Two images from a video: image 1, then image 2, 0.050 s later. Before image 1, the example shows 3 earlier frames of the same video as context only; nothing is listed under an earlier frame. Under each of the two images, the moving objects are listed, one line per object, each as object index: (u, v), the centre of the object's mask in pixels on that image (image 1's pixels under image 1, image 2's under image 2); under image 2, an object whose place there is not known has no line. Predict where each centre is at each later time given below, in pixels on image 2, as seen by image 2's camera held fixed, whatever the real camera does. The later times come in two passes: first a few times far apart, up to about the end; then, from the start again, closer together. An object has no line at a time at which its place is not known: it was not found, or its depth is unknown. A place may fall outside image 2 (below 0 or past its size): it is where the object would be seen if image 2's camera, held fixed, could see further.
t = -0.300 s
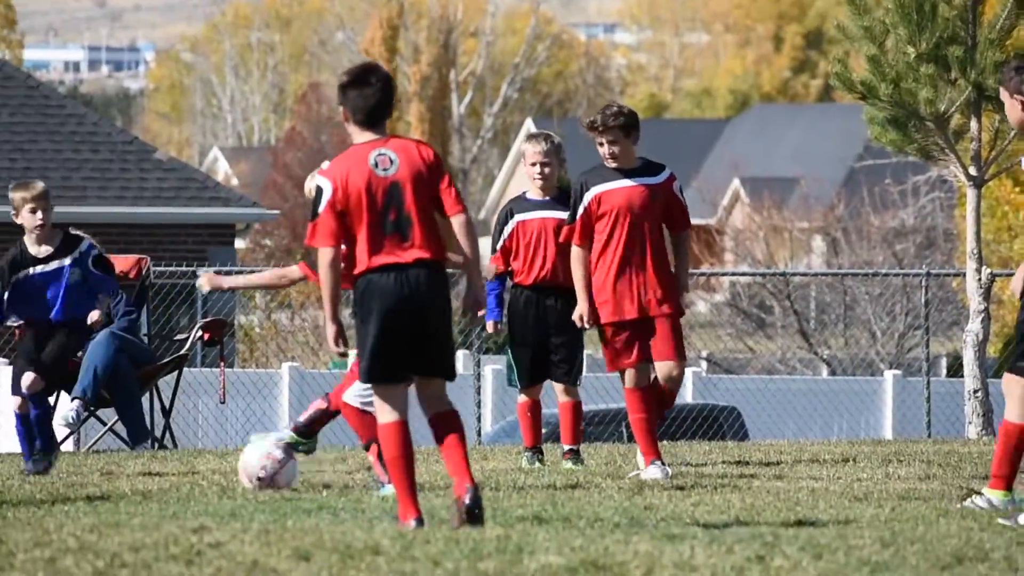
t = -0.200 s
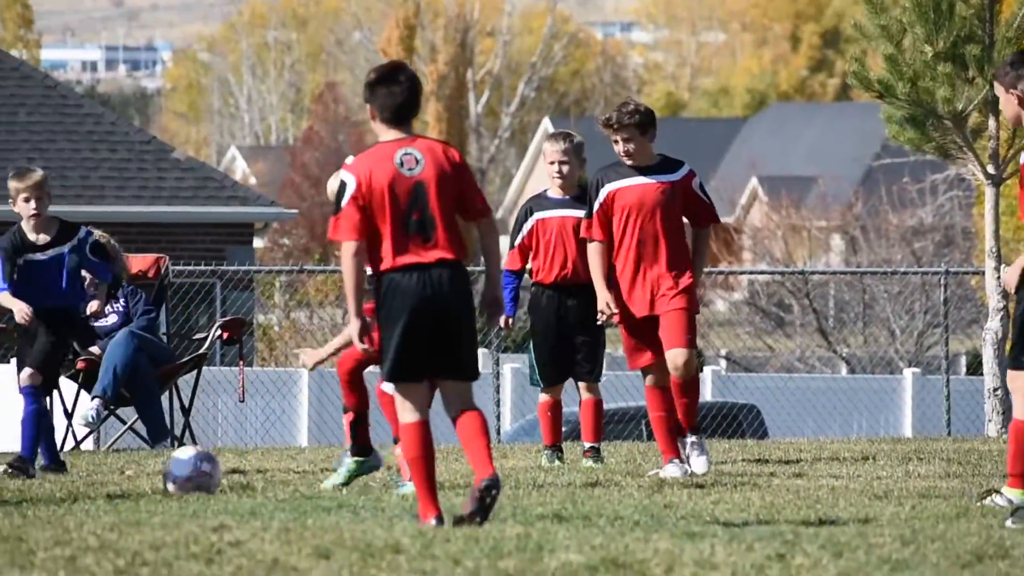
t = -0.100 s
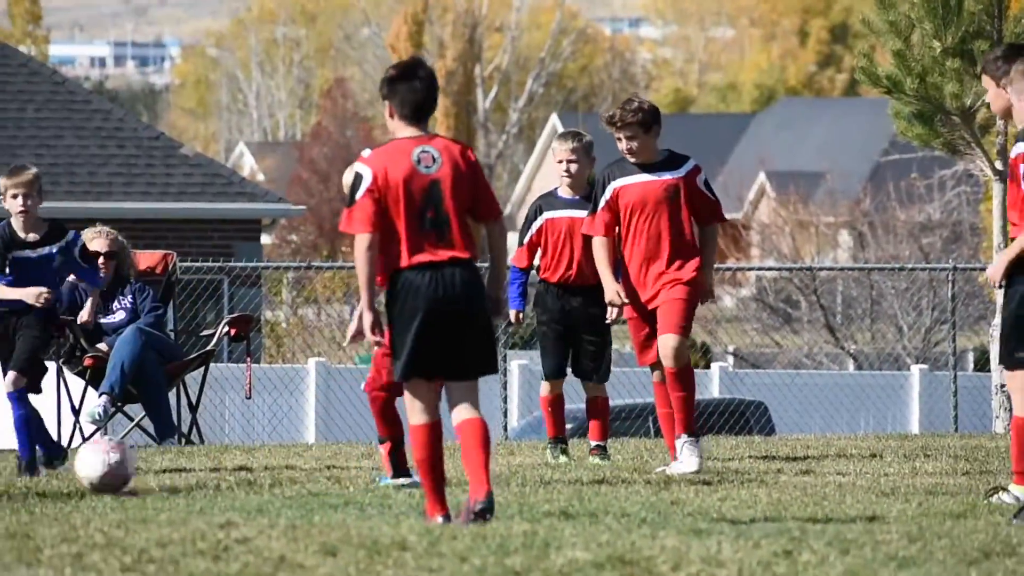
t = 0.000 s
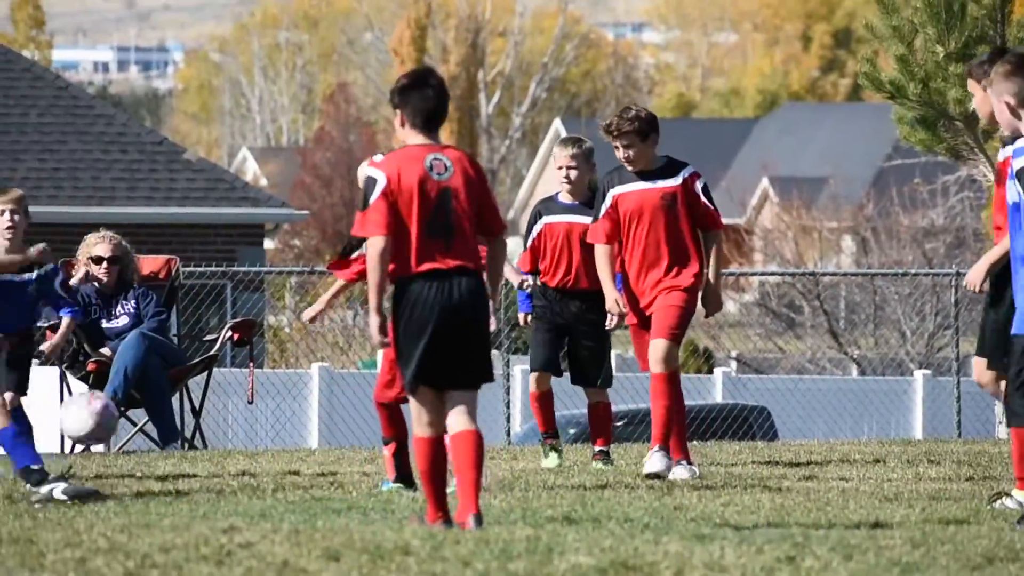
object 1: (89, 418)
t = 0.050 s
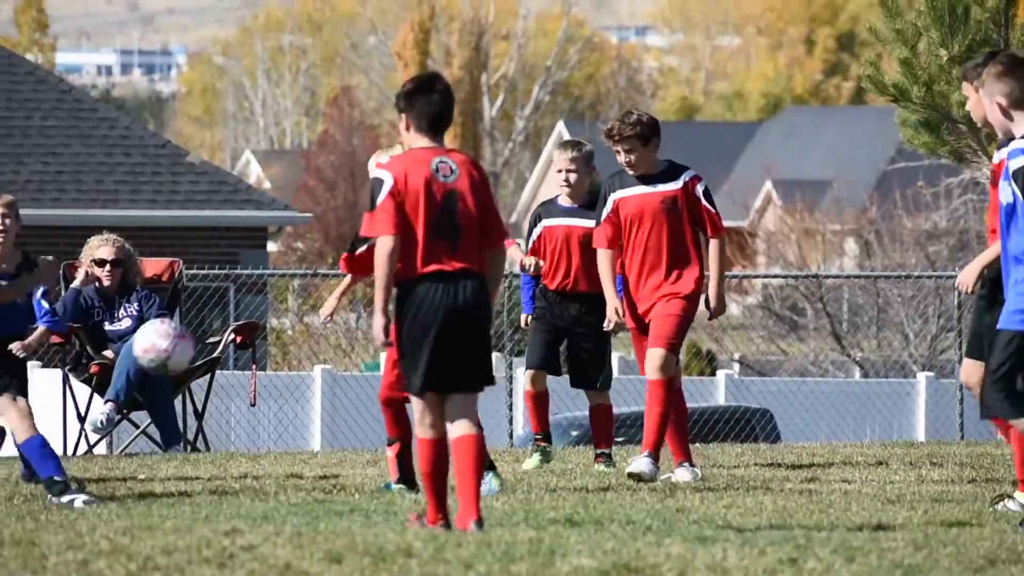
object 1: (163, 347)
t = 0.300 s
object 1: (509, 70)
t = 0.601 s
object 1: (909, -45)
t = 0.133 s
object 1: (280, 237)
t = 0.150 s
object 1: (303, 216)
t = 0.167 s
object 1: (326, 193)
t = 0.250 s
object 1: (452, 114)
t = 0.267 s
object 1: (463, 97)
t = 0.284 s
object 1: (484, 83)
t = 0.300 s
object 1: (509, 70)
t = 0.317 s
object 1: (533, 58)
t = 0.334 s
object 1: (557, 45)
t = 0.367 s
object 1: (602, 22)
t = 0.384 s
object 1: (625, 13)
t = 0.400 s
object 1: (646, 4)
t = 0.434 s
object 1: (690, -12)
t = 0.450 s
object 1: (712, -17)
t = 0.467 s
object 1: (734, -23)
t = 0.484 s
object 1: (756, -29)
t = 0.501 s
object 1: (777, -34)
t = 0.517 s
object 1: (800, -36)
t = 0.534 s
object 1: (822, -37)
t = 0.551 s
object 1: (844, -39)
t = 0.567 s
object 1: (866, -41)
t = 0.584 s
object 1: (888, -42)
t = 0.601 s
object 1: (909, -45)
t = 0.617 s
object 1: (929, -47)
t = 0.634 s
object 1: (952, -49)
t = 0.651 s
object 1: (974, -48)
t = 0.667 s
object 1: (994, -45)
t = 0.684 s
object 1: (1004, -45)
